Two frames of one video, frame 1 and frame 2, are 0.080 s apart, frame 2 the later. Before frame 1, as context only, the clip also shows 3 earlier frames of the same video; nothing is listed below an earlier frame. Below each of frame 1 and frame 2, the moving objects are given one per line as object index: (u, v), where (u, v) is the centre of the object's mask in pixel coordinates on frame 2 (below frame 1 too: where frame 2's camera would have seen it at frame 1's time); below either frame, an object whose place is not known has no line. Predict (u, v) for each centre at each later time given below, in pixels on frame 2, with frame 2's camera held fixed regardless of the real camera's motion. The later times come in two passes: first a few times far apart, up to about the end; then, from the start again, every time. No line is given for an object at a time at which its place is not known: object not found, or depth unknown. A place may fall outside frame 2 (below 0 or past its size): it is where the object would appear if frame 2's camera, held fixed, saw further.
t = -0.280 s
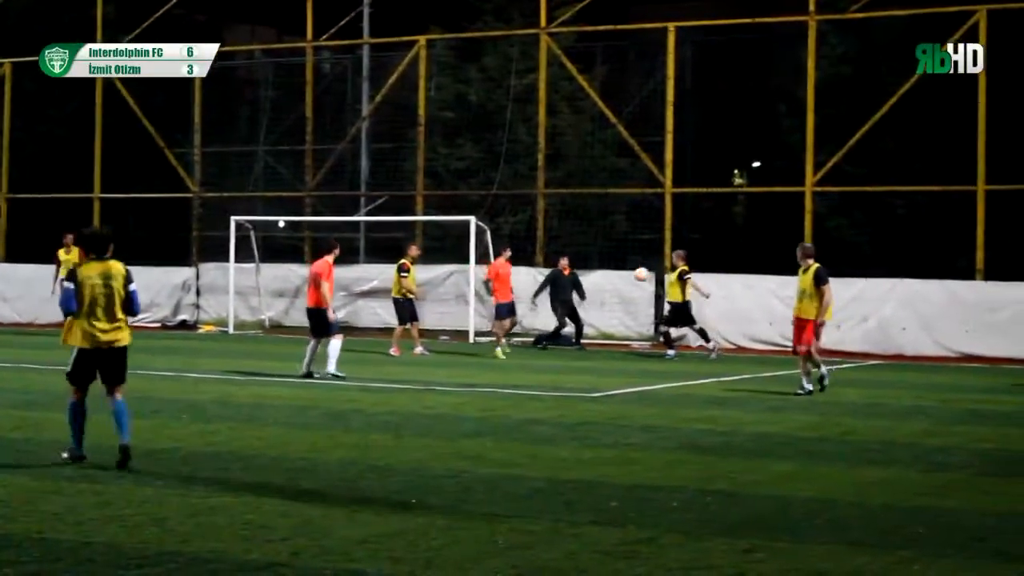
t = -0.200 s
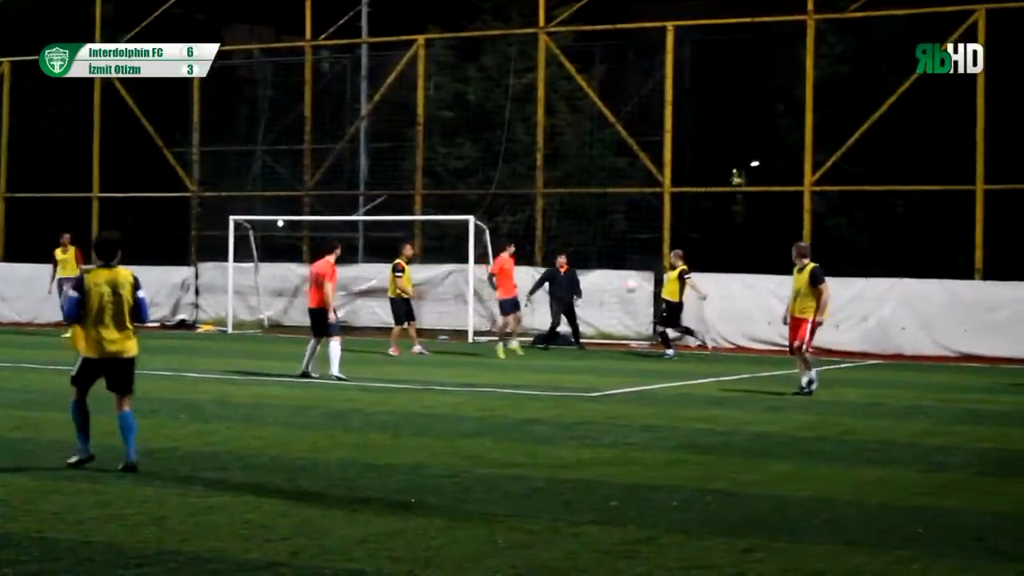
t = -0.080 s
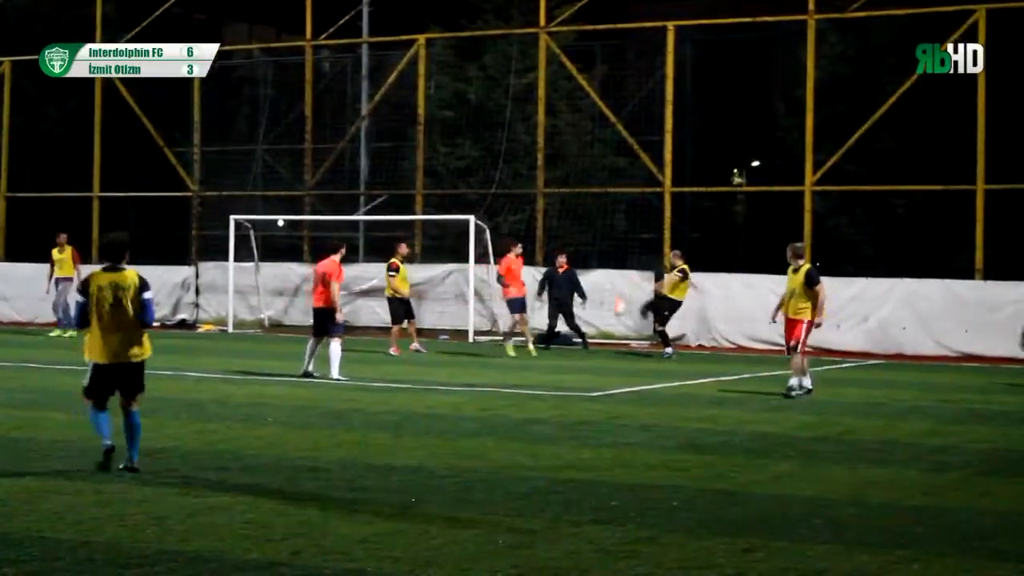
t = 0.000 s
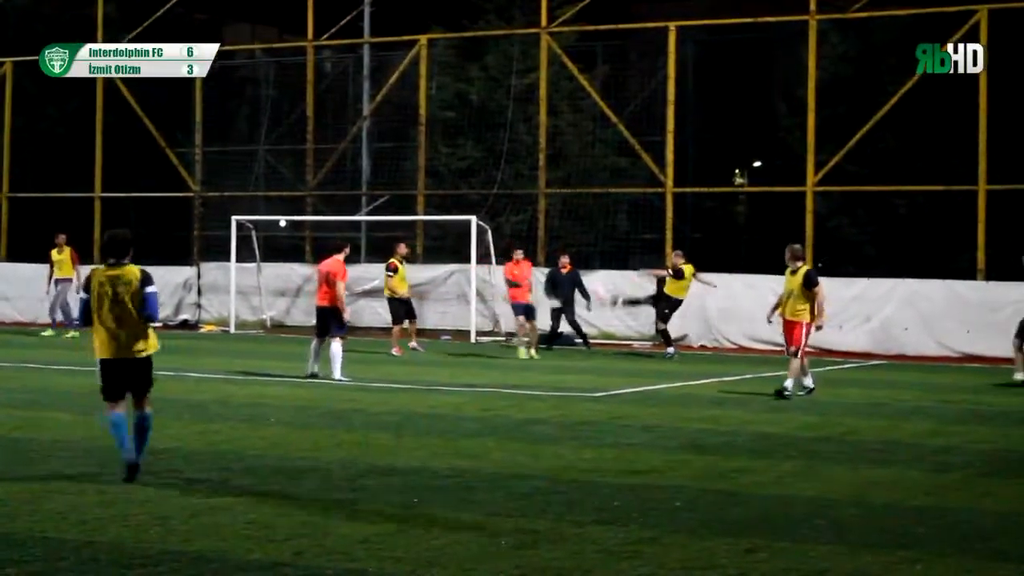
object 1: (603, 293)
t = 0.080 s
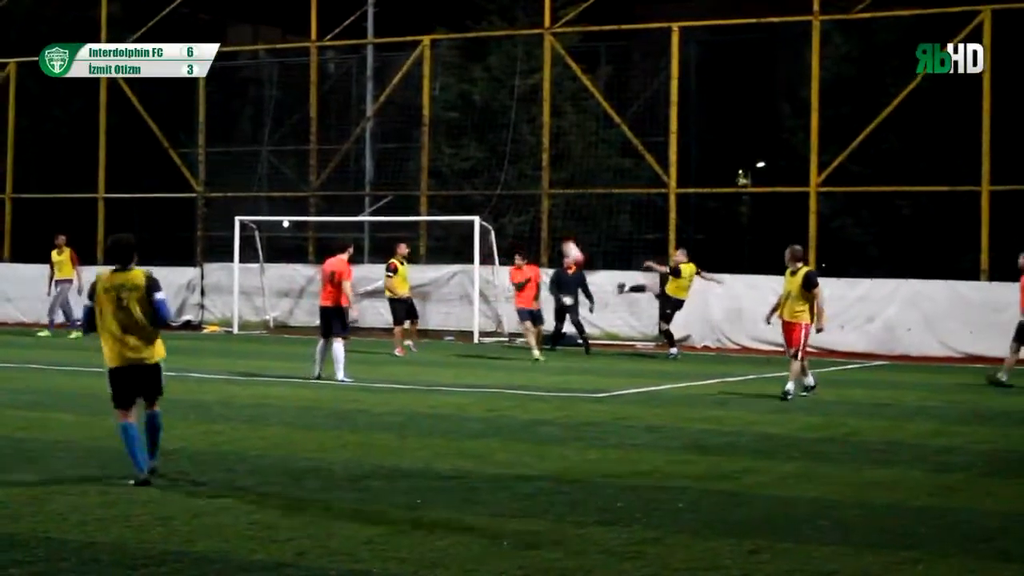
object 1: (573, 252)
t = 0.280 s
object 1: (488, 166)
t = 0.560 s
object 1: (340, 92)
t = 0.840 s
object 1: (134, 102)
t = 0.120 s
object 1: (557, 233)
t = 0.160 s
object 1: (540, 214)
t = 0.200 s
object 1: (524, 197)
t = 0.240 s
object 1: (507, 180)
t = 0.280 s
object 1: (488, 166)
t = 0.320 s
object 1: (469, 151)
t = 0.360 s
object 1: (450, 139)
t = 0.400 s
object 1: (430, 126)
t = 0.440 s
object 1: (408, 116)
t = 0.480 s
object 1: (388, 107)
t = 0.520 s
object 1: (363, 98)
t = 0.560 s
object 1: (340, 92)
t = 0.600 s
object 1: (314, 87)
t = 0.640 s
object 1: (288, 84)
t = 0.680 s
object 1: (261, 83)
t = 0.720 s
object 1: (231, 84)
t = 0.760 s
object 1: (201, 88)
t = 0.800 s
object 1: (168, 93)
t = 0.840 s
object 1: (134, 102)
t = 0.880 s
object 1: (98, 114)
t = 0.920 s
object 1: (61, 128)
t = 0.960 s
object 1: (30, 144)
